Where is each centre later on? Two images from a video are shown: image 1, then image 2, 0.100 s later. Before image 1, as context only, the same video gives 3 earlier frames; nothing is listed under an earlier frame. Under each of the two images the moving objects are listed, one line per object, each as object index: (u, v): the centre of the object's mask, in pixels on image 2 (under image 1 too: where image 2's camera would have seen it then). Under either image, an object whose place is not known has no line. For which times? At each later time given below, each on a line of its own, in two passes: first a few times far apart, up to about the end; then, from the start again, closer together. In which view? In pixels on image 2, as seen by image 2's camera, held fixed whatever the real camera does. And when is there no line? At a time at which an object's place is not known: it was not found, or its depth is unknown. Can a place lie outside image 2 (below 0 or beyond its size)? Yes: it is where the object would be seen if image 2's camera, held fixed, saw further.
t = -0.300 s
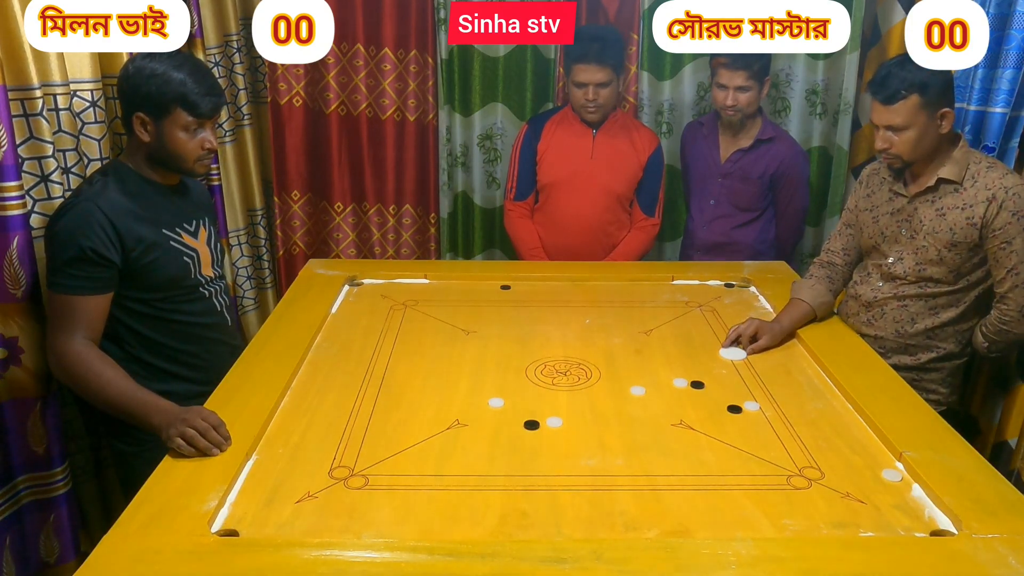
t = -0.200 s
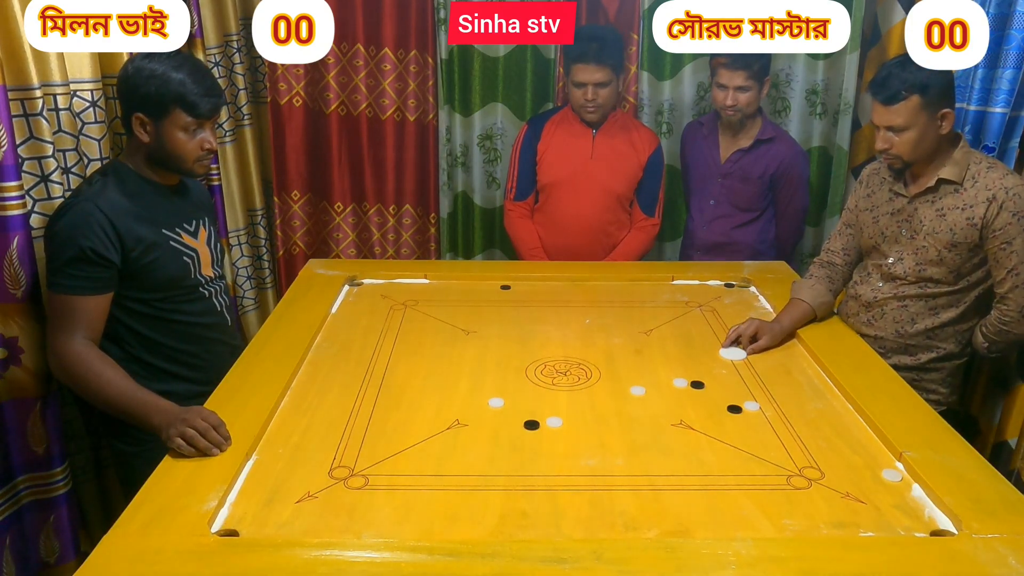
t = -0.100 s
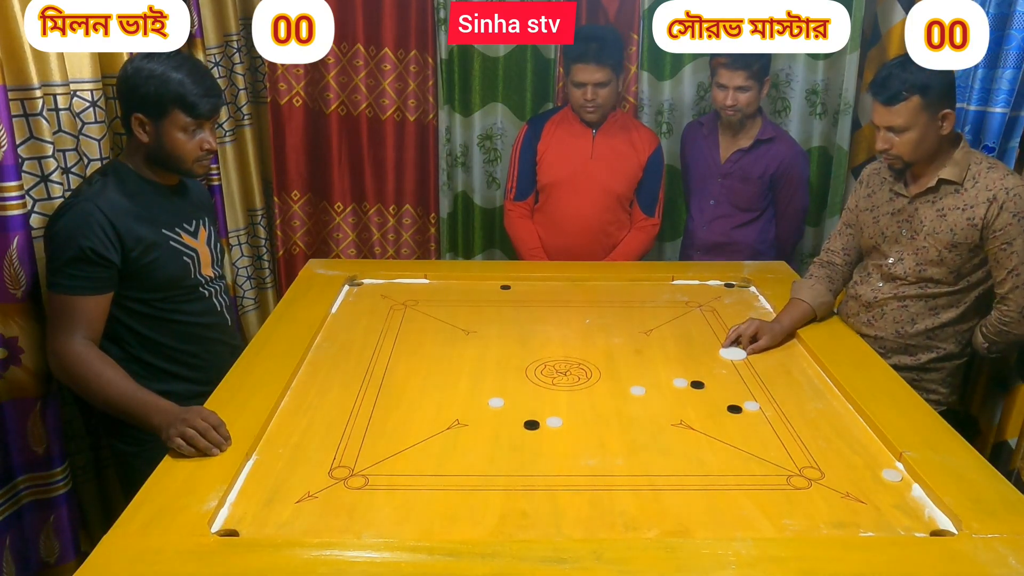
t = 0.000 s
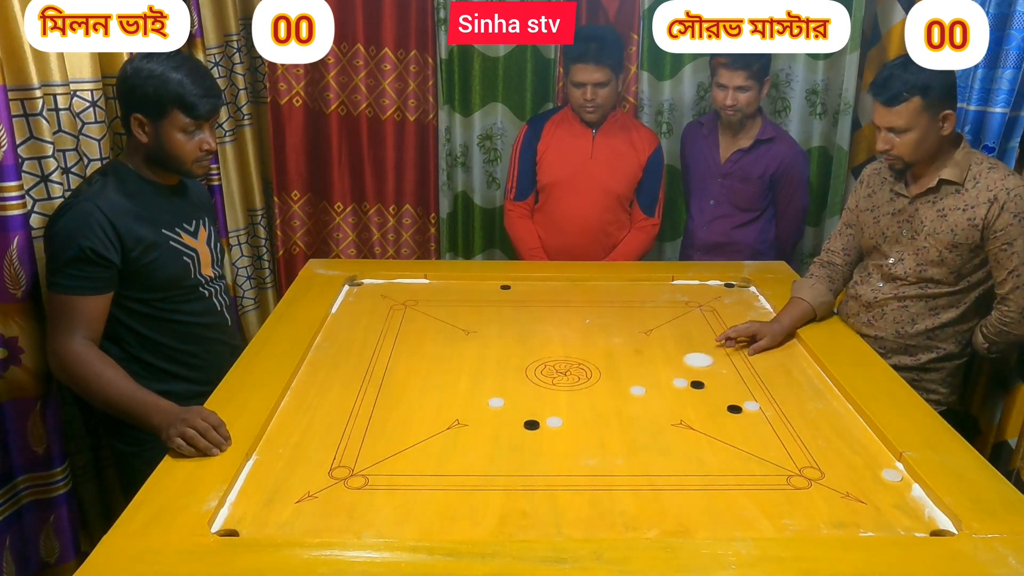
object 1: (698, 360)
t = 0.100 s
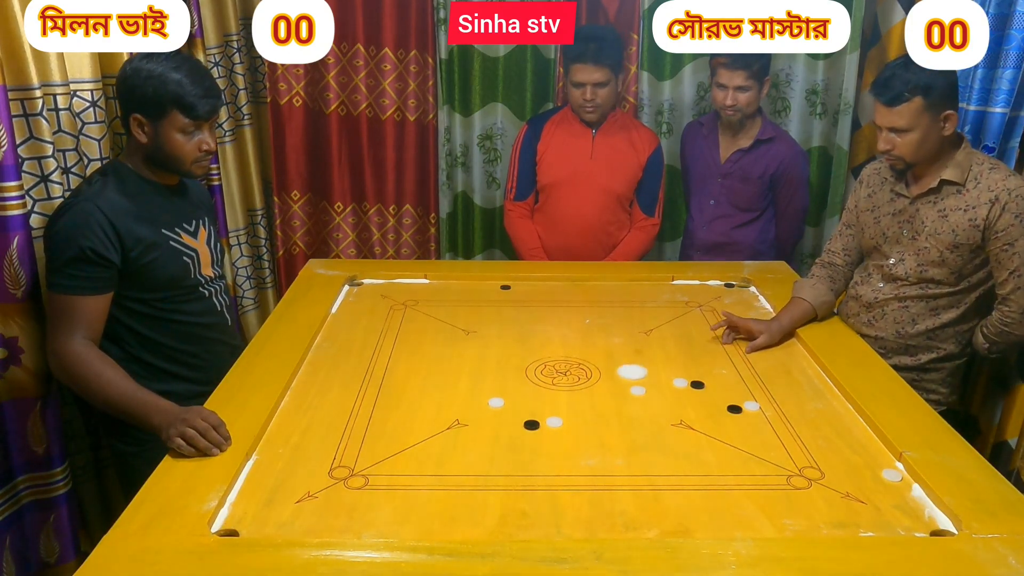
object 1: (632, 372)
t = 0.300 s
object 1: (504, 395)
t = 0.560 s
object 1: (398, 407)
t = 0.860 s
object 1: (312, 417)
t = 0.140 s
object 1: (606, 377)
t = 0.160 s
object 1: (592, 379)
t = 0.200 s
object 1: (579, 382)
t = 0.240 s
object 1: (553, 387)
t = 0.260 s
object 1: (527, 392)
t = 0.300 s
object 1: (504, 395)
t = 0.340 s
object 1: (486, 397)
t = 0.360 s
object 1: (477, 398)
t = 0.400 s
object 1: (460, 400)
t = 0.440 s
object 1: (443, 402)
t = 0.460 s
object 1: (435, 402)
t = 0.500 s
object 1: (420, 404)
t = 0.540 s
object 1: (405, 406)
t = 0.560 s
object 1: (398, 407)
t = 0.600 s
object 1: (384, 408)
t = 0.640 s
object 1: (371, 410)
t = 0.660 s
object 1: (365, 410)
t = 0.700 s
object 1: (353, 412)
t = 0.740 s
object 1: (341, 413)
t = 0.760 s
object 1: (336, 414)
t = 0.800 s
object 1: (325, 415)
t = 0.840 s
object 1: (316, 416)
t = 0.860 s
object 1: (312, 417)
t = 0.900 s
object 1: (303, 418)
